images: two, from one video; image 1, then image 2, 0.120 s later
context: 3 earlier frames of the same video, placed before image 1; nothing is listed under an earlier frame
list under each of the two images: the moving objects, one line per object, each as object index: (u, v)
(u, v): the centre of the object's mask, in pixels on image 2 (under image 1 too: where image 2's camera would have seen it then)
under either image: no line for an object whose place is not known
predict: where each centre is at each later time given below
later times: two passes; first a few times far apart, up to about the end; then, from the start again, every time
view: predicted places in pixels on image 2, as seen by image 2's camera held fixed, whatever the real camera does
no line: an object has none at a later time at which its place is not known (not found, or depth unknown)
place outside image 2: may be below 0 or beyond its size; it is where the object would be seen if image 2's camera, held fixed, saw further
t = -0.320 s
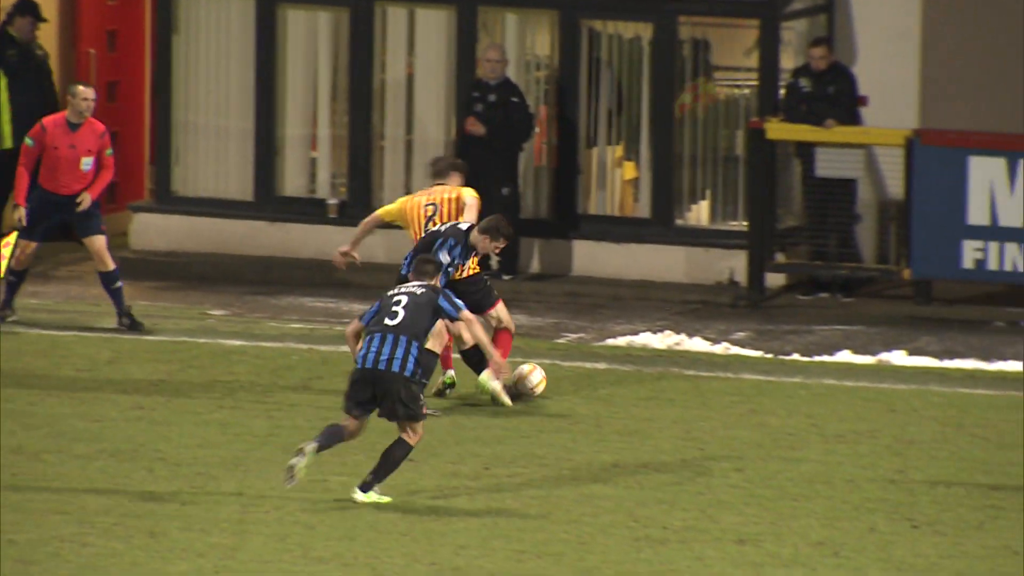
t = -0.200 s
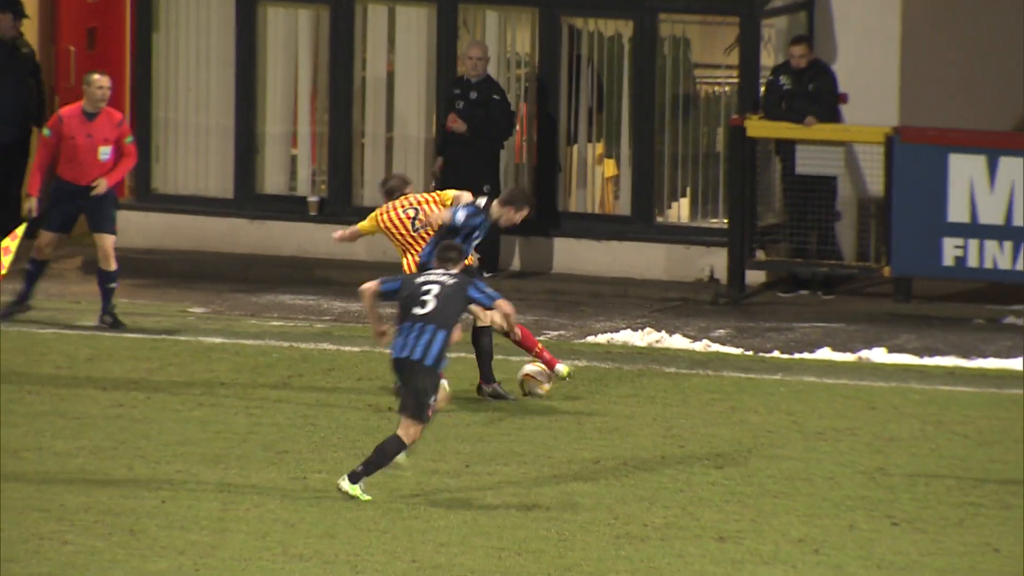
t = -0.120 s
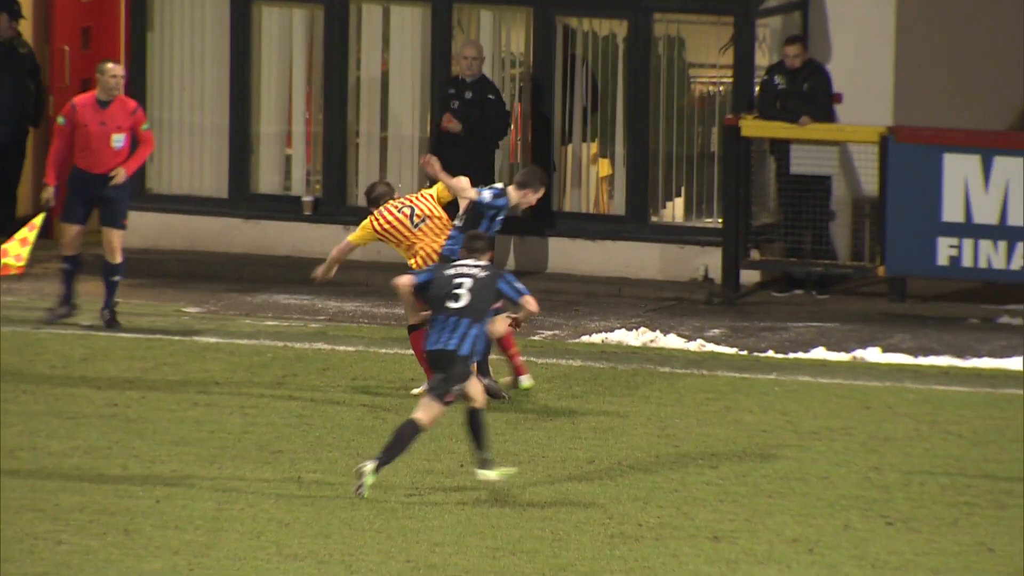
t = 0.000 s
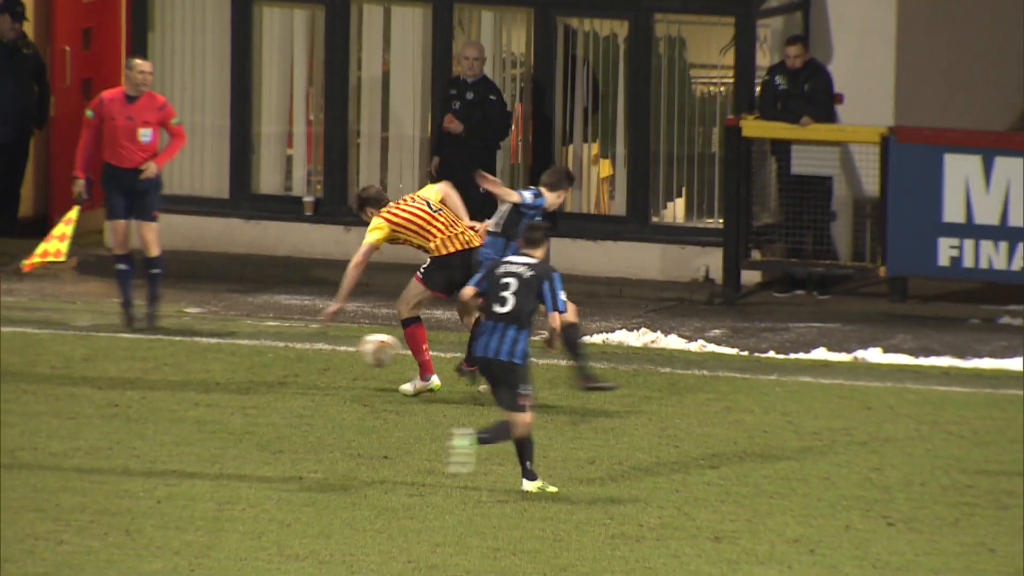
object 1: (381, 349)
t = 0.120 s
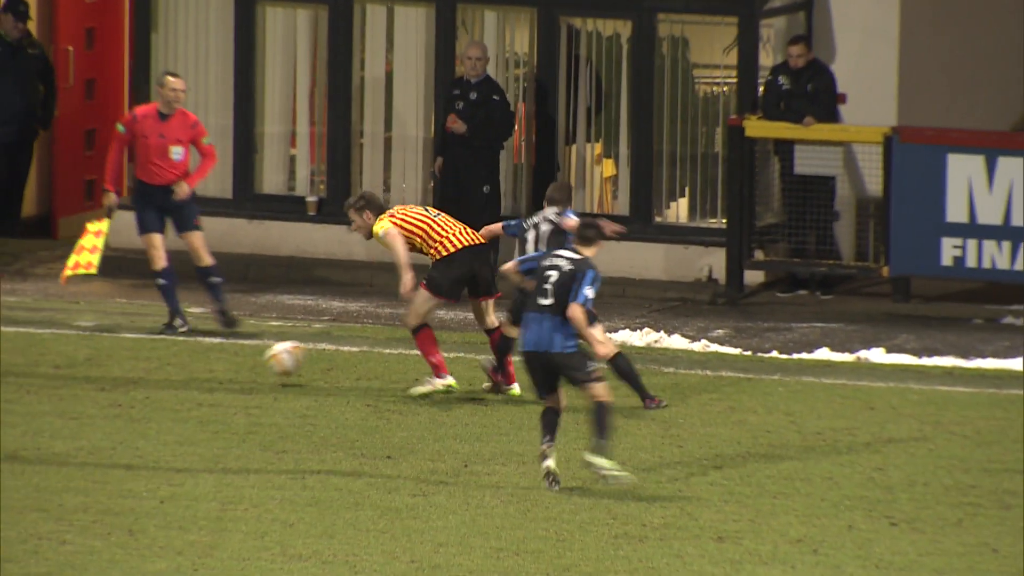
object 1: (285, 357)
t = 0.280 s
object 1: (179, 353)
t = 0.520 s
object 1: (34, 355)
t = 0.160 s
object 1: (254, 365)
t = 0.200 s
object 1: (226, 364)
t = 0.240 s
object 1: (202, 357)
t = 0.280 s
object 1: (179, 353)
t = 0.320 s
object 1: (154, 350)
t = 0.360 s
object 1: (130, 351)
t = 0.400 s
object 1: (105, 355)
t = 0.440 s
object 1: (81, 361)
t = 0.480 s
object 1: (57, 357)
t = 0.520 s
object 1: (34, 355)
